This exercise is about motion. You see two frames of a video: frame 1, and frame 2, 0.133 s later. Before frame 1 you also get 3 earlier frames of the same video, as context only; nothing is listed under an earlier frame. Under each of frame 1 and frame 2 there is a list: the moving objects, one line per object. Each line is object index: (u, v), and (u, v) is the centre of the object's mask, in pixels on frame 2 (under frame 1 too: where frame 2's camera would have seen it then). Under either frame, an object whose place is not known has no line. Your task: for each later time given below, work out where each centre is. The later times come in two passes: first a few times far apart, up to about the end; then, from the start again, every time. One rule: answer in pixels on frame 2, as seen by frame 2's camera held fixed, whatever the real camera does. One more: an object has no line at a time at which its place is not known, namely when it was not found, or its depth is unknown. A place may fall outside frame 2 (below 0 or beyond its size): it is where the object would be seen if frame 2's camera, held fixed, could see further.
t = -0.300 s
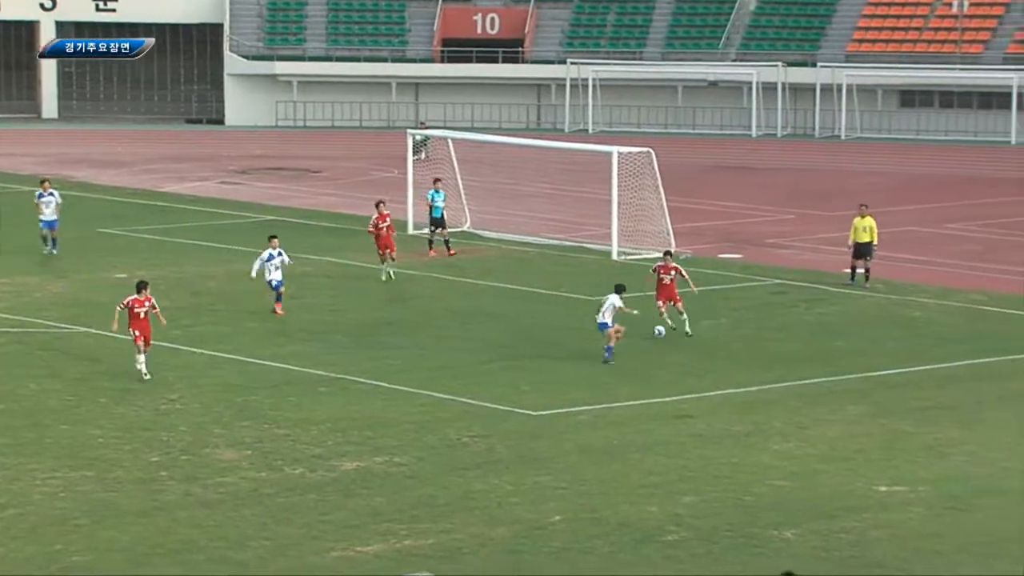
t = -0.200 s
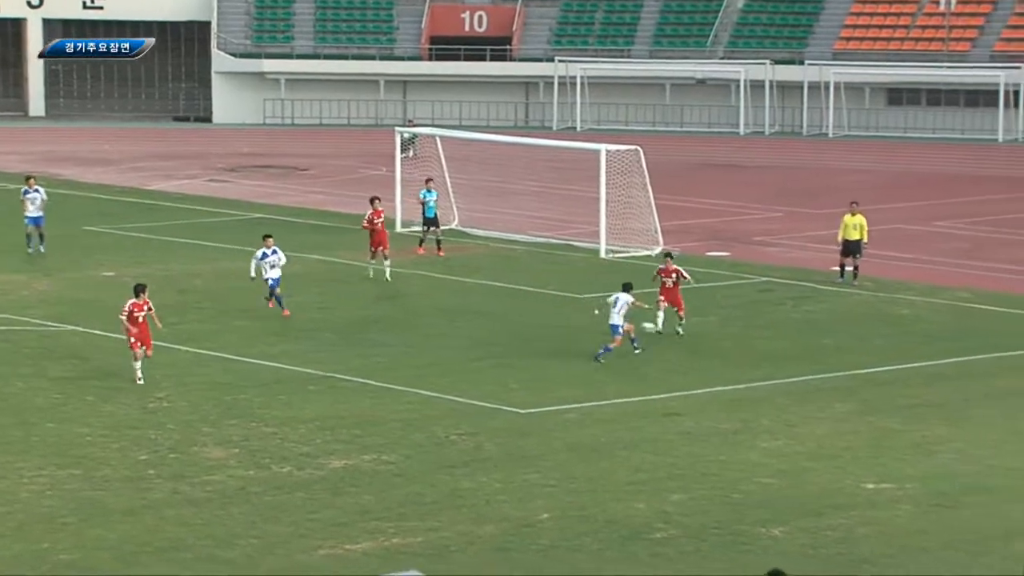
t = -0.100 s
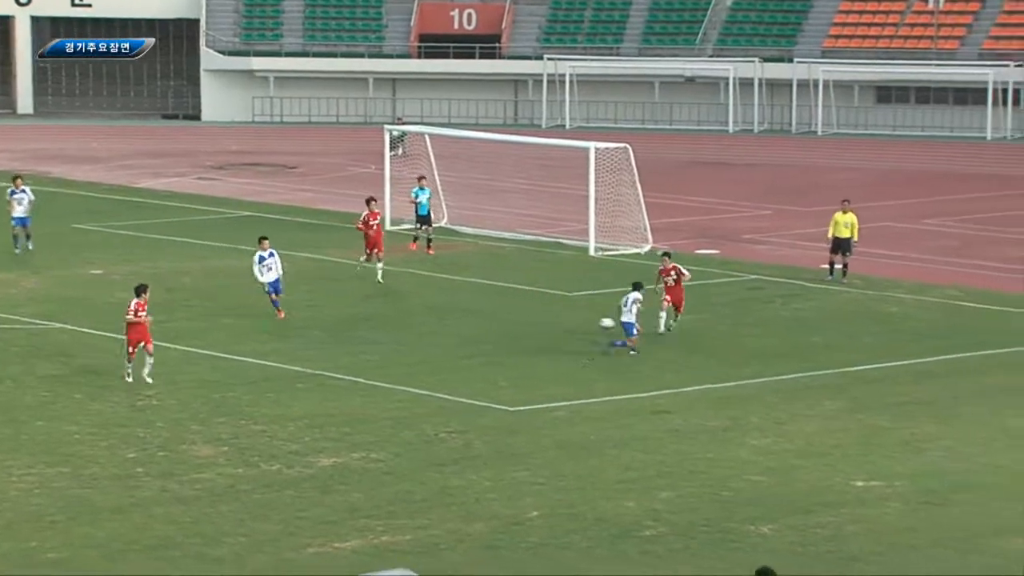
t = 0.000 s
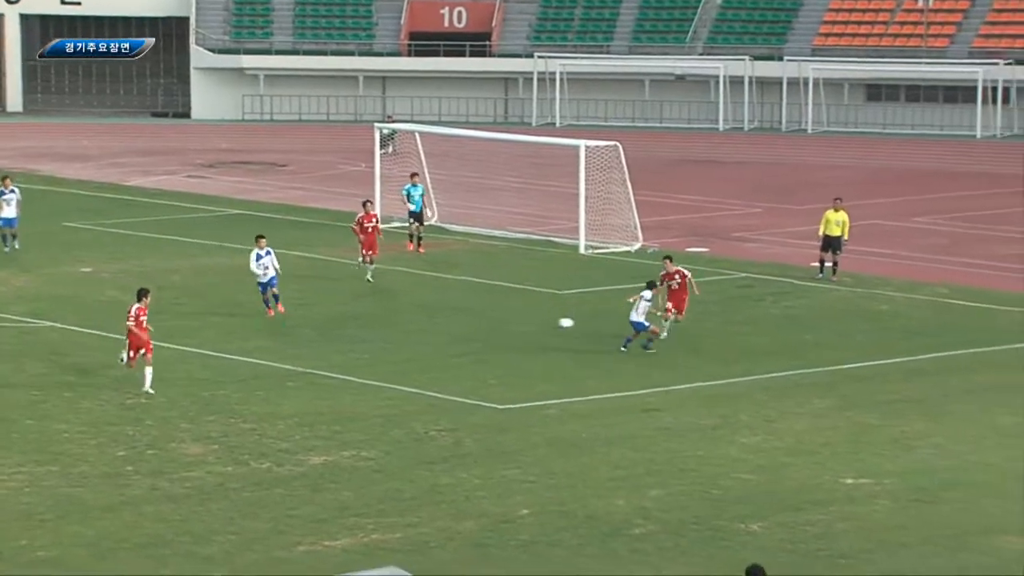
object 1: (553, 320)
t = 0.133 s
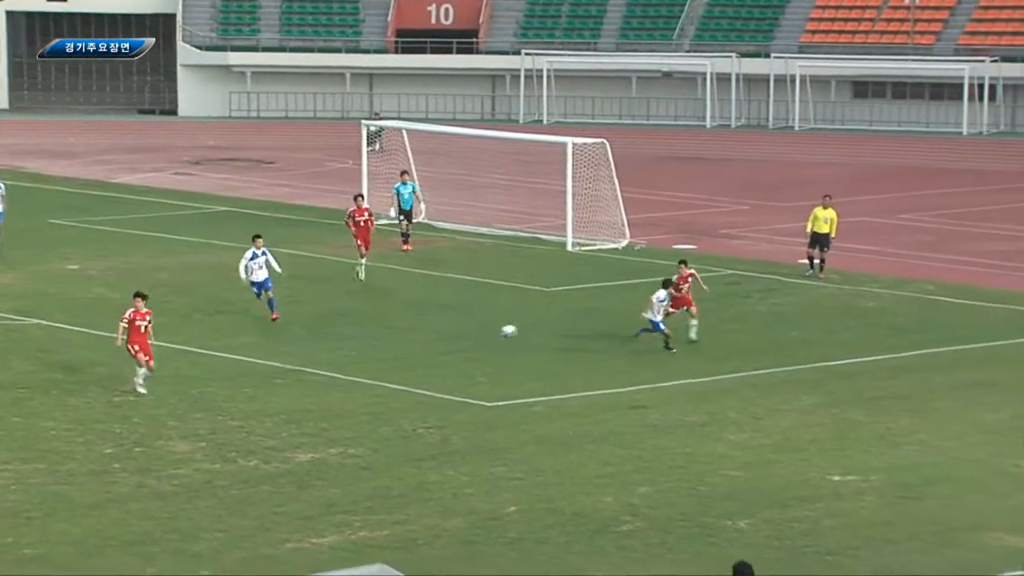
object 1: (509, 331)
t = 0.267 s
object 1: (461, 349)
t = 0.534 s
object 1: (379, 373)
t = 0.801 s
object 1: (315, 392)
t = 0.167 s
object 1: (497, 334)
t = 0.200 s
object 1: (485, 338)
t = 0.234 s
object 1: (473, 343)
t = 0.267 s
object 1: (461, 349)
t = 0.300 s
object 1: (449, 355)
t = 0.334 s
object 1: (436, 362)
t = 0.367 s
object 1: (423, 370)
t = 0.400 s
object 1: (410, 378)
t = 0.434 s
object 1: (402, 376)
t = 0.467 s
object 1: (395, 375)
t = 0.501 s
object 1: (387, 373)
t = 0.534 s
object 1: (379, 373)
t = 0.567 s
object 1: (372, 373)
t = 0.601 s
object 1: (364, 374)
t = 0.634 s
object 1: (356, 373)
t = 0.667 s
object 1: (348, 377)
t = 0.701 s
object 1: (341, 380)
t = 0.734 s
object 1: (332, 383)
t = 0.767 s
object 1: (325, 386)
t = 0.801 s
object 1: (315, 392)
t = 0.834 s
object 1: (307, 398)
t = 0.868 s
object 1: (299, 405)
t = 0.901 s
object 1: (290, 410)
